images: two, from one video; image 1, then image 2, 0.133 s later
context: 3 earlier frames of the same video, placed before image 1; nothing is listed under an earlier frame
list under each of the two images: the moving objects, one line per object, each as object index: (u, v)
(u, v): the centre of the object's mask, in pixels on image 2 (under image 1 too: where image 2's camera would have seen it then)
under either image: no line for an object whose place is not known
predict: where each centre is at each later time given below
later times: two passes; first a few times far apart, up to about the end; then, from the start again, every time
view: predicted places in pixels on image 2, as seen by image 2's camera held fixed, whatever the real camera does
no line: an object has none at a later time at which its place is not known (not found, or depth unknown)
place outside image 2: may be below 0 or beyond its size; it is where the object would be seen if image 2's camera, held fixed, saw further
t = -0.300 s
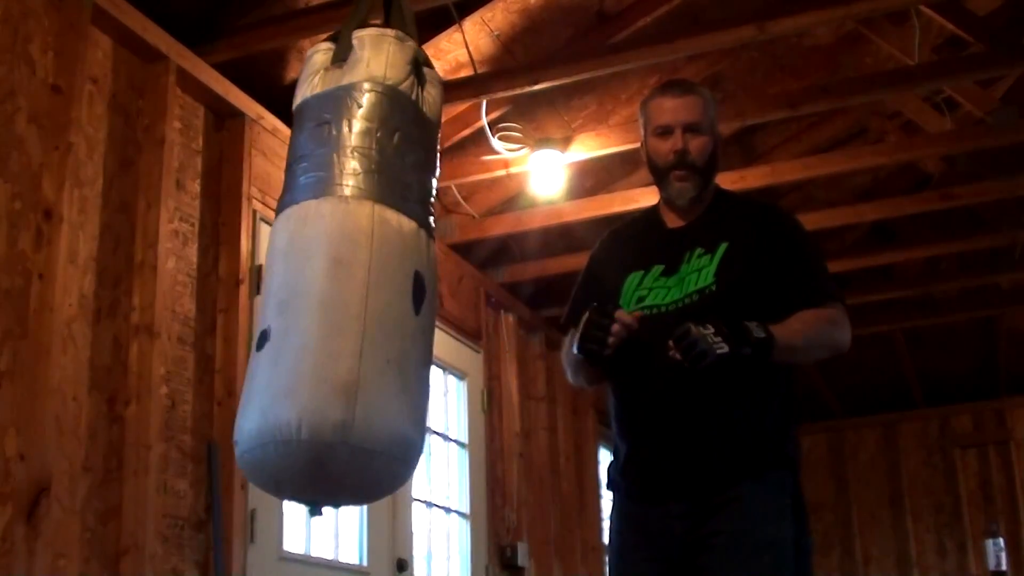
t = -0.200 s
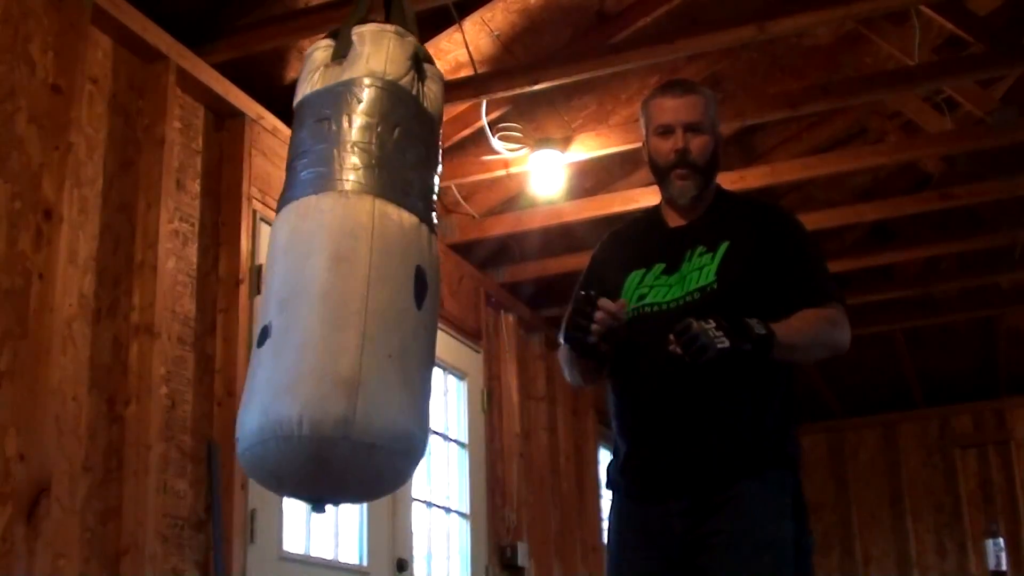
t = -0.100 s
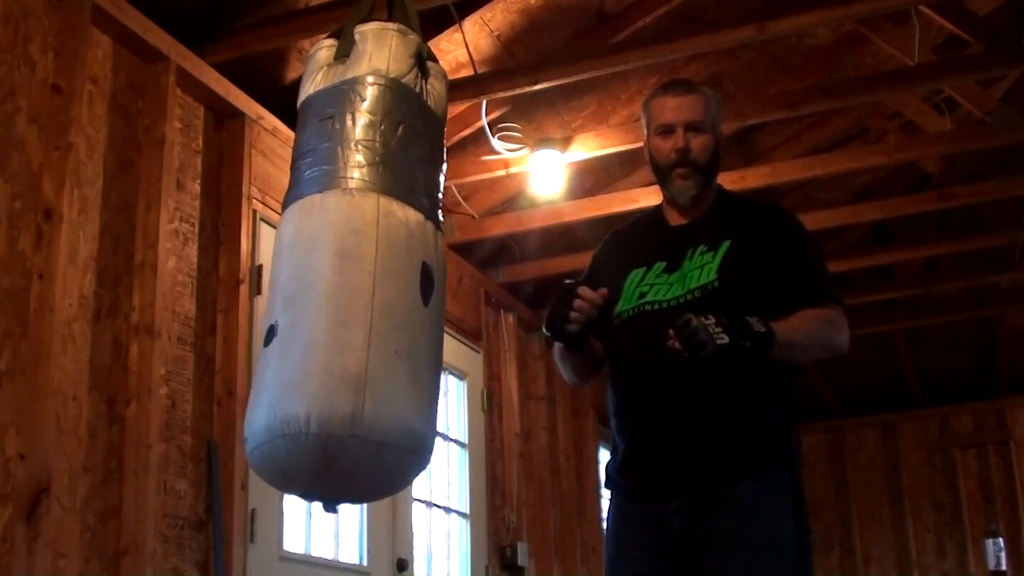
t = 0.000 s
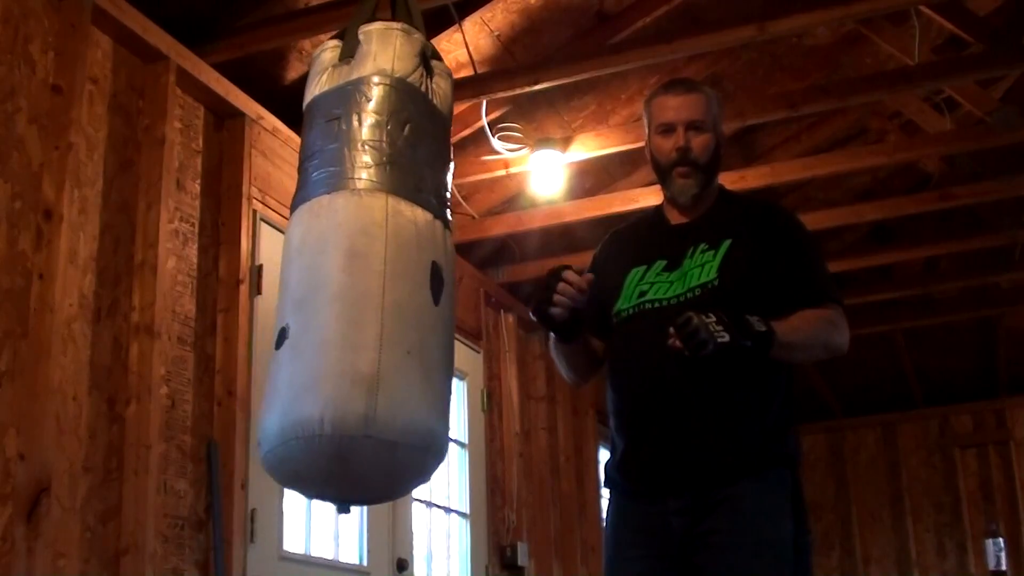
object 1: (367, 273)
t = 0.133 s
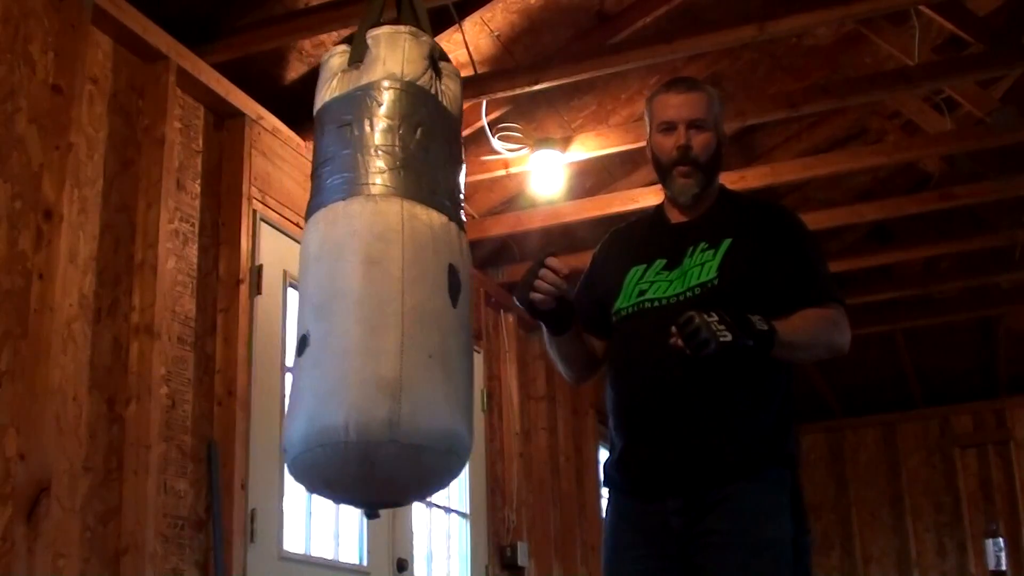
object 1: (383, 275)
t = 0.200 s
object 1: (393, 276)
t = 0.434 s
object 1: (425, 281)
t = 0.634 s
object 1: (435, 285)
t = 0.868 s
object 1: (422, 288)
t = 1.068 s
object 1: (389, 287)
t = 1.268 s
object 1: (354, 282)
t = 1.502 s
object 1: (331, 279)
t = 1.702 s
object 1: (334, 277)
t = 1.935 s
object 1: (363, 279)
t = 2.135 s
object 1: (402, 281)
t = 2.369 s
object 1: (442, 284)
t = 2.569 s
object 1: (462, 284)
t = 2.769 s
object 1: (454, 284)
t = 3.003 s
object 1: (413, 288)
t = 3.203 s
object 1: (371, 283)
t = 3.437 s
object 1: (334, 282)
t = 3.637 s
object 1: (324, 278)
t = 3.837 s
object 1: (337, 278)
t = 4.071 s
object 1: (375, 281)
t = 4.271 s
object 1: (416, 285)
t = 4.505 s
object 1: (452, 285)
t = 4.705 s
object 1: (446, 284)
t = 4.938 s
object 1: (395, 280)
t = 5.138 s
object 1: (349, 275)
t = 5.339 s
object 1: (320, 270)
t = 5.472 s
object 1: (314, 269)
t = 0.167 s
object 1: (388, 276)
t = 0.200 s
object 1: (393, 276)
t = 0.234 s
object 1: (397, 277)
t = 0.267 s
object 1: (403, 278)
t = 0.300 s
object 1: (408, 279)
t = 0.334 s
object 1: (412, 281)
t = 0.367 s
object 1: (417, 282)
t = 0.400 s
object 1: (421, 283)
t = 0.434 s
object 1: (425, 281)
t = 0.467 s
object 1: (428, 282)
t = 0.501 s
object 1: (431, 283)
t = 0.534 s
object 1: (433, 283)
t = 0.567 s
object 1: (434, 284)
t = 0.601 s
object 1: (435, 284)
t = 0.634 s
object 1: (435, 285)
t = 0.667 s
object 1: (435, 286)
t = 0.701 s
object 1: (434, 286)
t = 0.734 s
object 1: (434, 286)
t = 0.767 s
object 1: (432, 287)
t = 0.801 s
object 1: (429, 287)
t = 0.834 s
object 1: (426, 288)
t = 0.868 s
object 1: (422, 288)
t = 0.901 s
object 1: (417, 288)
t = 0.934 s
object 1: (413, 288)
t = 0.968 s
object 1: (408, 288)
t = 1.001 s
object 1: (402, 287)
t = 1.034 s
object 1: (395, 288)
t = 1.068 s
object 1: (389, 287)
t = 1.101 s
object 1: (382, 286)
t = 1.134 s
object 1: (377, 285)
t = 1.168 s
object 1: (370, 286)
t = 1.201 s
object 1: (365, 284)
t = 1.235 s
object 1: (359, 283)
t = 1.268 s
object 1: (354, 282)
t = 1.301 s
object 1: (349, 282)
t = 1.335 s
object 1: (344, 283)
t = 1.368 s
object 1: (341, 283)
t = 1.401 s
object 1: (337, 281)
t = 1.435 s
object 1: (335, 281)
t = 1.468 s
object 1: (333, 280)
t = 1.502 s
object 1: (331, 279)
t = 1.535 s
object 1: (330, 279)
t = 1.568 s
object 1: (329, 278)
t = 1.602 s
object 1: (329, 278)
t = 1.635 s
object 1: (330, 278)
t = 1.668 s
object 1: (331, 277)
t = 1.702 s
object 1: (334, 277)
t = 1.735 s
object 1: (336, 277)
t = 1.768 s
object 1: (339, 278)
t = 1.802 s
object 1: (343, 277)
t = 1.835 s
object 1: (347, 279)
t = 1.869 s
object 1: (352, 279)
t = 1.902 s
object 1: (357, 279)
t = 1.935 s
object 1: (363, 279)
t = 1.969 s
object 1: (369, 280)
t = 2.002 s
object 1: (375, 281)
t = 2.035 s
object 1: (381, 281)
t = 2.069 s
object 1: (388, 281)
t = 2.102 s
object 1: (394, 281)
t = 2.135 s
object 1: (402, 281)
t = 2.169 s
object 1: (408, 283)
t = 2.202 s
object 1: (414, 282)
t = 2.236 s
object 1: (420, 282)
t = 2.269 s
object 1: (427, 282)
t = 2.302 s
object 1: (432, 283)
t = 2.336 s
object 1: (437, 284)
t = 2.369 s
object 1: (442, 284)
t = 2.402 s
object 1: (447, 283)
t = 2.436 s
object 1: (452, 283)
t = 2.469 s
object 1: (456, 283)
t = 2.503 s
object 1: (458, 283)
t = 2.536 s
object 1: (460, 284)
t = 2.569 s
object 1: (462, 284)
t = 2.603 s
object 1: (463, 284)
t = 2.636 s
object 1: (463, 284)
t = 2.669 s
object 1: (463, 284)
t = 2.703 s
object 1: (460, 284)
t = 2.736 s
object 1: (458, 285)
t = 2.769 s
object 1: (454, 284)
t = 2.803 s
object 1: (450, 285)
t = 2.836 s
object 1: (445, 285)
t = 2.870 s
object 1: (439, 286)
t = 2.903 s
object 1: (433, 286)
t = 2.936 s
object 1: (427, 286)
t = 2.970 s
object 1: (420, 285)
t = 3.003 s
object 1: (413, 288)
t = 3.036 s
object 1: (407, 284)
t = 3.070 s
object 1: (399, 288)
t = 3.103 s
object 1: (392, 284)
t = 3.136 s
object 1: (385, 283)
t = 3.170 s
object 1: (378, 283)
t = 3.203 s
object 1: (371, 283)
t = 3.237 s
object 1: (365, 282)
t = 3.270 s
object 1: (359, 284)
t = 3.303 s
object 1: (353, 283)
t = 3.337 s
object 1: (348, 283)
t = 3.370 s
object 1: (343, 281)
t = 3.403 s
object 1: (339, 280)
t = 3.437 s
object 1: (334, 282)
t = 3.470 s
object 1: (331, 280)
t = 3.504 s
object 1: (328, 281)
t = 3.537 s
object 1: (327, 280)
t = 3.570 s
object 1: (325, 280)
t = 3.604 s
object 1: (324, 278)
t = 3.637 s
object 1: (324, 278)
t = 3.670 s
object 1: (325, 278)
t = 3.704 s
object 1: (326, 279)
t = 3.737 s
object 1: (328, 279)
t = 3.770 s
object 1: (330, 278)
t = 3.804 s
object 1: (333, 279)
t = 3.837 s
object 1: (337, 278)
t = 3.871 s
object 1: (341, 279)
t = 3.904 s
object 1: (346, 279)
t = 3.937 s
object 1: (351, 280)
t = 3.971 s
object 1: (356, 280)
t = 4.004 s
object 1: (362, 281)
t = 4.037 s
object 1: (368, 280)
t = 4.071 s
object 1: (375, 281)
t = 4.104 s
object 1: (382, 282)
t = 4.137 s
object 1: (389, 282)
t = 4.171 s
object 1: (395, 283)
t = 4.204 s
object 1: (402, 283)
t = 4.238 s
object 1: (409, 284)
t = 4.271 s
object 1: (416, 285)
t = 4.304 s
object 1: (422, 285)
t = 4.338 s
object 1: (429, 285)
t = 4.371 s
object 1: (435, 285)
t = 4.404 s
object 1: (441, 286)
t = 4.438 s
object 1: (445, 285)
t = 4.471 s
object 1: (449, 285)
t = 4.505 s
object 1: (452, 285)
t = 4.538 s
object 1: (454, 285)
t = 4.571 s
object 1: (455, 284)
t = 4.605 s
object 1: (455, 284)
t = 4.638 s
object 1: (454, 284)
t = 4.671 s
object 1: (451, 284)
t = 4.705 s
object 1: (446, 284)
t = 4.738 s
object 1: (440, 284)
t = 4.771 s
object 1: (433, 284)
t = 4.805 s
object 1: (426, 283)
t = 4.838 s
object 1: (418, 283)
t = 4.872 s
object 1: (410, 282)
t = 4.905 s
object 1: (403, 281)
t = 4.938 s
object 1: (395, 280)
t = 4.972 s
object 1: (387, 279)
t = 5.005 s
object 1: (379, 278)
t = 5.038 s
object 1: (371, 277)
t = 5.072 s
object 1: (363, 277)
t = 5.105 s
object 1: (356, 275)
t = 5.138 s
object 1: (349, 275)
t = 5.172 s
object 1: (343, 273)
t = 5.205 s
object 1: (337, 272)
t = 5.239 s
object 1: (332, 271)
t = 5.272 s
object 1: (327, 271)
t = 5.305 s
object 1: (323, 270)
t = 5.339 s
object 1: (320, 270)
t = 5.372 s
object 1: (317, 269)
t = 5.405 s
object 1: (315, 269)
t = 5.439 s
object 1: (314, 269)
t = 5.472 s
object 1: (314, 269)
